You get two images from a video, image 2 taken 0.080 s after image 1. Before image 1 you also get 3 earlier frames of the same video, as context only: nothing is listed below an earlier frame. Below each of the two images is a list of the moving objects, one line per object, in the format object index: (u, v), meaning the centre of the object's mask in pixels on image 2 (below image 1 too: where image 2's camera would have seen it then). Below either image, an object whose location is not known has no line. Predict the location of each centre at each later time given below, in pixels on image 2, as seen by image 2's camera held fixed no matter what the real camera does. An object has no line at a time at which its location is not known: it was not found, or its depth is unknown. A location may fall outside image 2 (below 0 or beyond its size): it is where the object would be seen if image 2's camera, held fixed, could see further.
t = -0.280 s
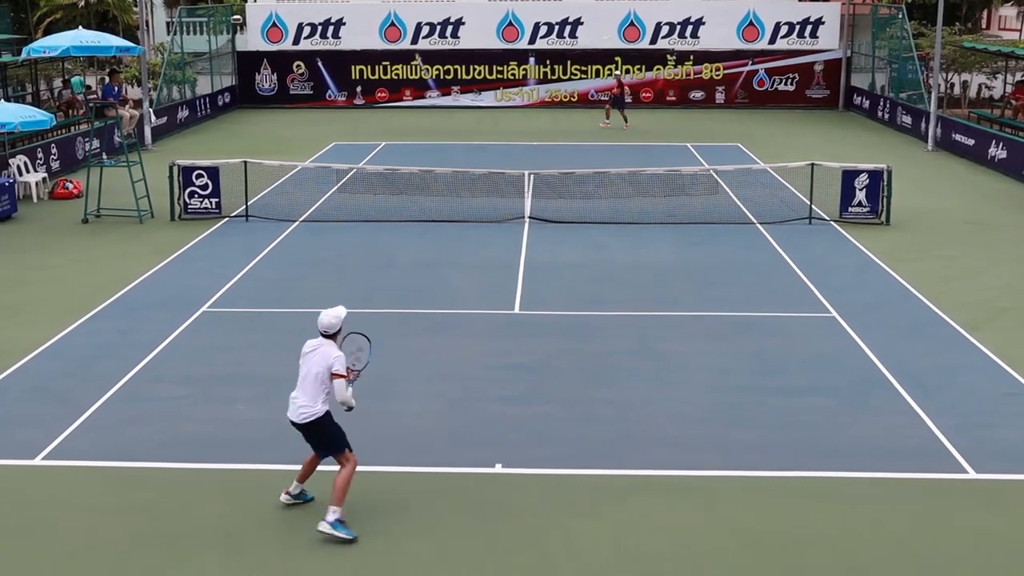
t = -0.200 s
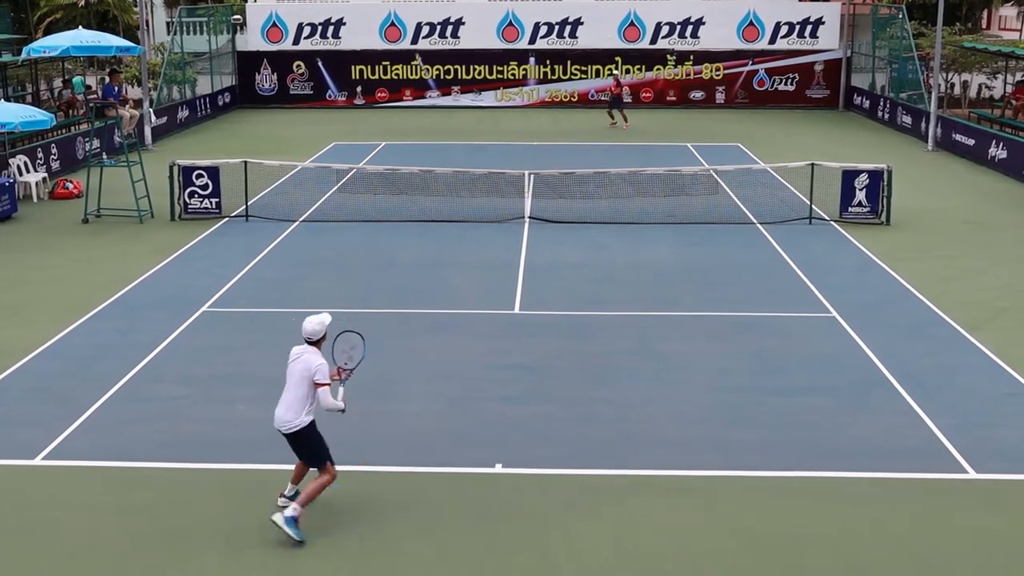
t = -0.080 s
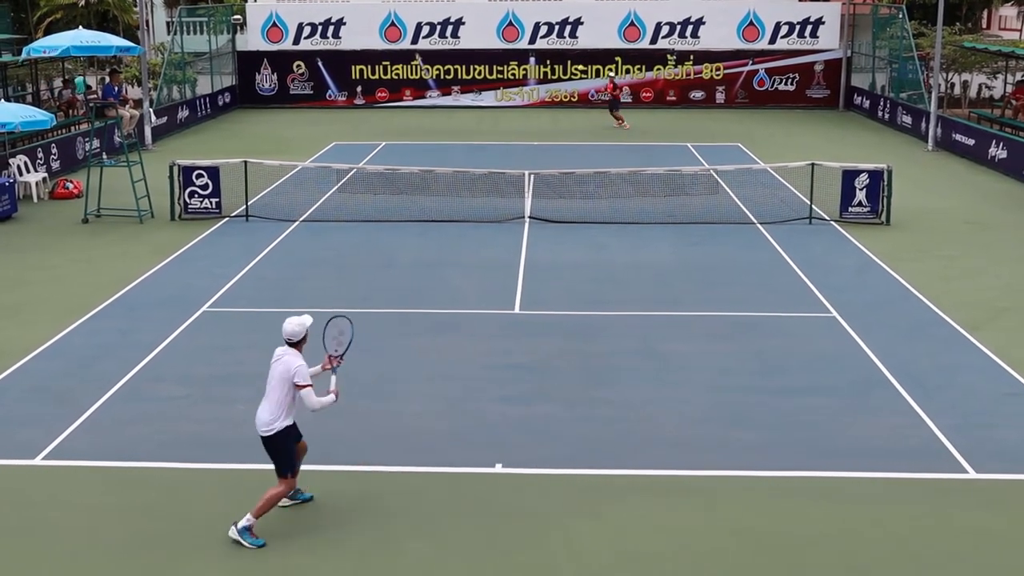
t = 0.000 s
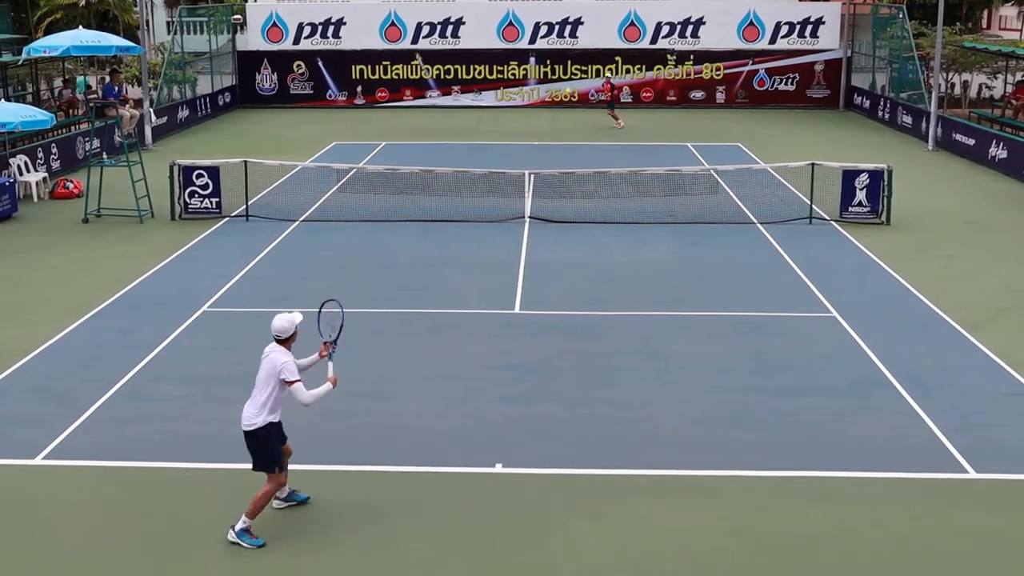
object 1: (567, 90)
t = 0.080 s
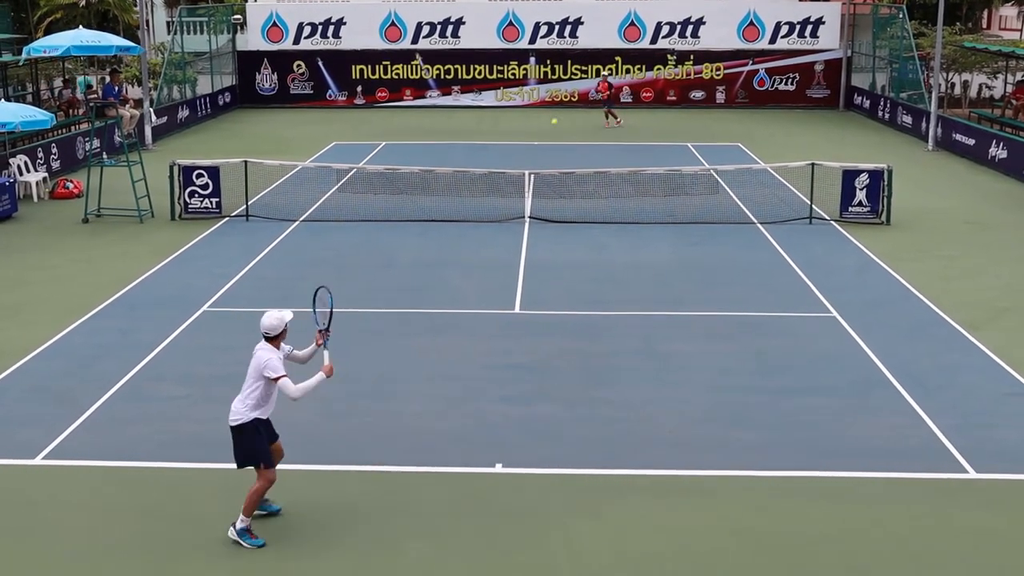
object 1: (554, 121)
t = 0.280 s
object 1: (513, 241)
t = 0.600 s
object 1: (430, 321)
